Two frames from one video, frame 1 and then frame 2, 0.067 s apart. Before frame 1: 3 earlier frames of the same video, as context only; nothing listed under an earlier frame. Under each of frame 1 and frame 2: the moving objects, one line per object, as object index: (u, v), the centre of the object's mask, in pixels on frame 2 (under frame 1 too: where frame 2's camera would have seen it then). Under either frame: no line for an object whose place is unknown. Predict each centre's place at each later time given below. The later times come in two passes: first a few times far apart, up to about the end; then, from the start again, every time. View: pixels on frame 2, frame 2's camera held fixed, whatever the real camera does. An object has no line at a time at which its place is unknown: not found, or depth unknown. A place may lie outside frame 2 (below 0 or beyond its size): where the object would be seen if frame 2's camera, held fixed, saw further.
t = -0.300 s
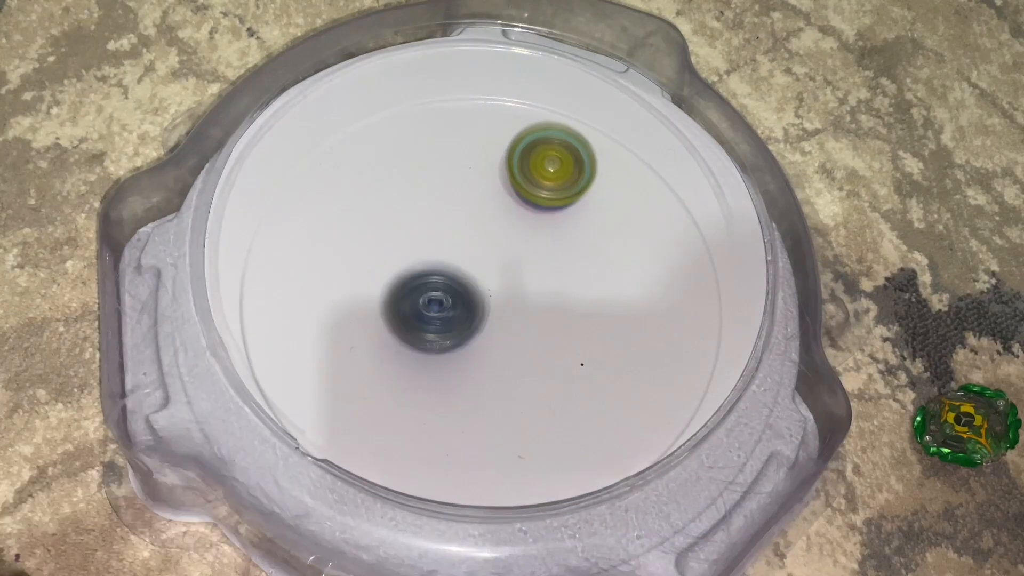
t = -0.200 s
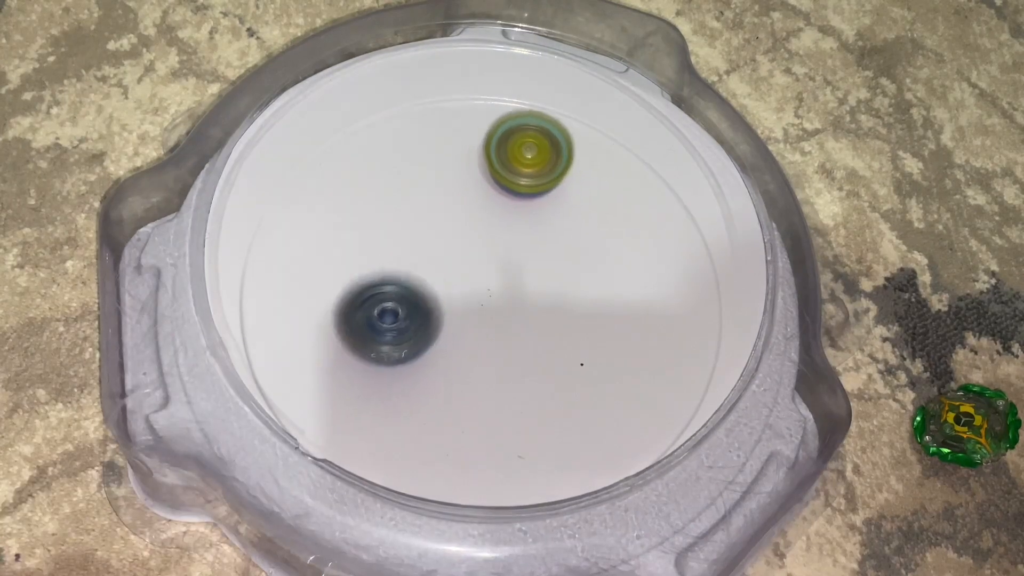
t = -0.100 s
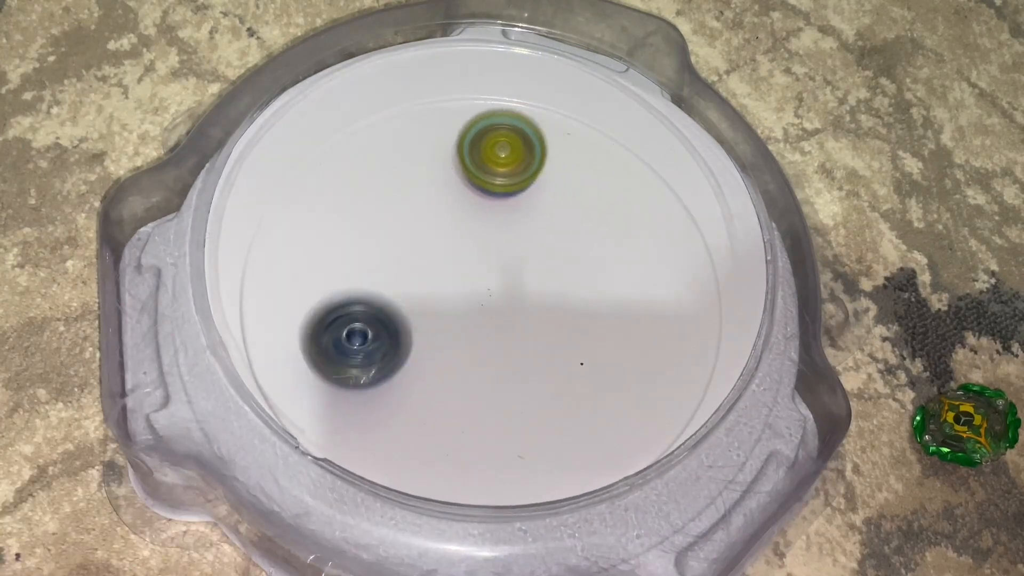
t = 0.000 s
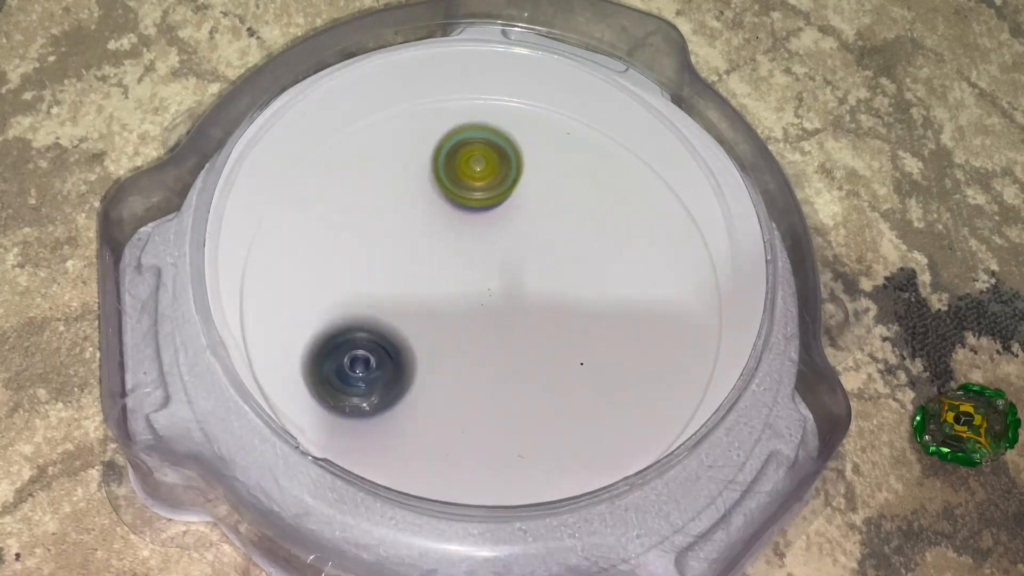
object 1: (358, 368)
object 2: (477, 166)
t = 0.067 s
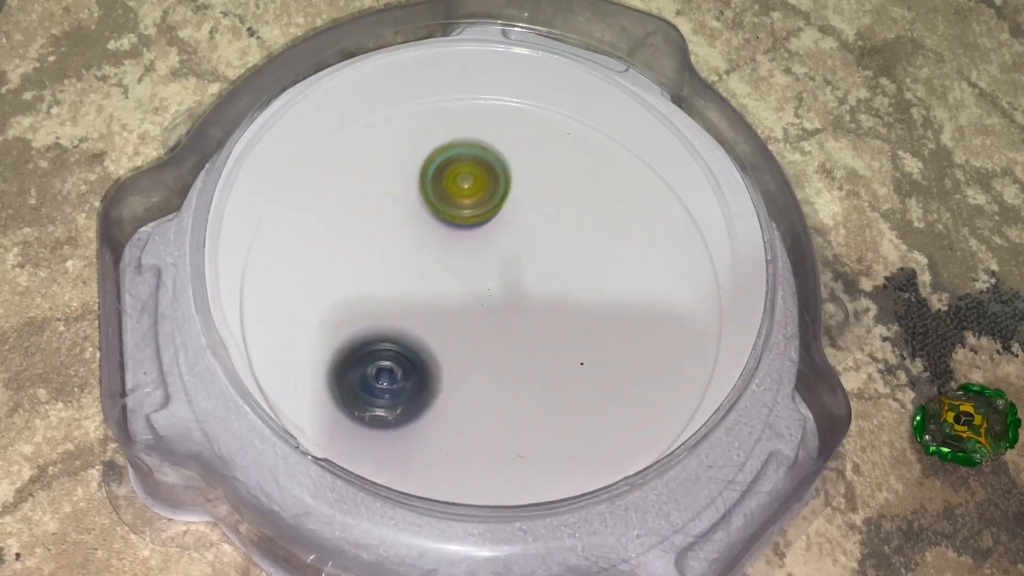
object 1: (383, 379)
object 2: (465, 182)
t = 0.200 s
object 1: (447, 360)
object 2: (455, 228)
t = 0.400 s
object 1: (473, 334)
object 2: (485, 216)
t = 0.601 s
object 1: (452, 332)
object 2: (503, 162)
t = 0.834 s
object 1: (483, 370)
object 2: (502, 116)
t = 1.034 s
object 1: (510, 304)
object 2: (498, 123)
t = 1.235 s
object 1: (443, 251)
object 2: (498, 174)
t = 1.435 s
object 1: (378, 285)
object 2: (517, 246)
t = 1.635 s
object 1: (401, 338)
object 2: (546, 313)
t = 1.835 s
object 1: (441, 291)
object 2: (617, 387)
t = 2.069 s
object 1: (376, 234)
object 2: (646, 402)
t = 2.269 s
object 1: (338, 244)
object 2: (606, 384)
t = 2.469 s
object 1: (371, 276)
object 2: (523, 352)
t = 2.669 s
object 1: (438, 239)
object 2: (494, 366)
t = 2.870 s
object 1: (484, 198)
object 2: (483, 360)
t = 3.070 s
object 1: (497, 169)
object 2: (470, 332)
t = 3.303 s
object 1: (502, 176)
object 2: (462, 290)
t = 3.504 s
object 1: (546, 191)
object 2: (443, 273)
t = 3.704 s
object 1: (577, 182)
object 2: (432, 275)
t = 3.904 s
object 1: (566, 216)
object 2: (443, 277)
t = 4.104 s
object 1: (577, 284)
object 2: (472, 278)
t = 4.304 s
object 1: (602, 323)
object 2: (502, 273)
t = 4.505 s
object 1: (594, 341)
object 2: (519, 257)
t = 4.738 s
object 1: (552, 358)
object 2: (517, 243)
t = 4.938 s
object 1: (495, 375)
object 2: (504, 242)
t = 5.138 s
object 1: (453, 379)
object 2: (488, 254)
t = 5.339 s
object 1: (425, 354)
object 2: (476, 274)
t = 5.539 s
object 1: (367, 357)
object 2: (493, 273)
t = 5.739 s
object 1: (376, 339)
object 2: (508, 267)
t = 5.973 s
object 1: (396, 276)
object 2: (514, 260)
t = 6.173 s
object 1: (405, 233)
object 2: (524, 270)
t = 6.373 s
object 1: (423, 205)
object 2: (555, 285)
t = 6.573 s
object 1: (465, 196)
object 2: (565, 299)
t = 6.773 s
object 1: (510, 191)
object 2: (549, 309)
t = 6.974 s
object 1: (538, 197)
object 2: (517, 310)
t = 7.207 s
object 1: (555, 238)
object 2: (476, 294)
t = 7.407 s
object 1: (569, 282)
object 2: (450, 273)
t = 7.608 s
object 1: (570, 316)
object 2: (441, 254)
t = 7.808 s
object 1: (544, 335)
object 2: (453, 241)
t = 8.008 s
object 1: (500, 345)
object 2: (480, 242)
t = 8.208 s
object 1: (459, 349)
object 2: (510, 250)
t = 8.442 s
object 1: (428, 334)
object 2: (533, 271)
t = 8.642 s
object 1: (422, 304)
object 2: (534, 292)
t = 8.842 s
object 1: (422, 269)
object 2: (521, 309)
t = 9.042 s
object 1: (431, 243)
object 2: (500, 316)
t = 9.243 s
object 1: (451, 206)
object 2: (483, 327)
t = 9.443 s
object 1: (467, 189)
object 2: (469, 321)
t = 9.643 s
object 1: (499, 201)
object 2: (467, 304)
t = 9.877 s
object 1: (545, 224)
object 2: (470, 287)
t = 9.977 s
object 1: (559, 234)
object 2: (473, 281)
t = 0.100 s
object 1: (400, 380)
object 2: (461, 193)
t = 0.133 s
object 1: (417, 378)
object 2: (458, 204)
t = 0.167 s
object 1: (433, 370)
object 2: (456, 216)
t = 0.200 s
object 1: (447, 360)
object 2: (455, 228)
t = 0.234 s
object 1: (459, 347)
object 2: (456, 241)
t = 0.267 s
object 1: (466, 339)
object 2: (461, 243)
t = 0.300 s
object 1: (468, 346)
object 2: (468, 229)
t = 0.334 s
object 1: (469, 347)
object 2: (478, 220)
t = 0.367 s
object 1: (471, 342)
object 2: (483, 217)
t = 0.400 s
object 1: (473, 334)
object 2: (485, 216)
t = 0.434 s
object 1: (475, 323)
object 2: (486, 214)
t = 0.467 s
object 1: (476, 311)
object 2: (486, 213)
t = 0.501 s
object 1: (474, 303)
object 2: (488, 209)
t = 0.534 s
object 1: (465, 313)
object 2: (495, 188)
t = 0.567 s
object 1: (458, 322)
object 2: (501, 173)
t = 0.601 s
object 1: (452, 332)
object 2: (503, 162)
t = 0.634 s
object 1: (448, 341)
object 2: (504, 153)
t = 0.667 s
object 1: (446, 350)
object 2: (505, 145)
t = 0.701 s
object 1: (448, 359)
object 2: (504, 137)
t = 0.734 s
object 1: (454, 366)
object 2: (504, 129)
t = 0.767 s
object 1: (462, 370)
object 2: (503, 124)
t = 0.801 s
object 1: (472, 372)
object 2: (503, 120)
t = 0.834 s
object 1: (483, 370)
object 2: (502, 116)
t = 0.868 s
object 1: (493, 365)
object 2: (502, 115)
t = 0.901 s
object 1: (503, 356)
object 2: (501, 114)
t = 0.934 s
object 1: (509, 345)
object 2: (500, 114)
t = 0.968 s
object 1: (512, 332)
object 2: (499, 116)
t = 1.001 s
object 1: (512, 318)
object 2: (498, 119)
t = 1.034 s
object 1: (510, 304)
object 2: (498, 123)
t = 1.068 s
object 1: (503, 290)
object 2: (497, 129)
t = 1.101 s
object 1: (495, 277)
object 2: (497, 136)
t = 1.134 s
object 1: (483, 266)
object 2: (497, 145)
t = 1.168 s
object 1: (470, 258)
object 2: (497, 152)
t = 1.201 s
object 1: (456, 254)
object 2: (497, 163)
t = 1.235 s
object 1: (443, 251)
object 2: (498, 174)
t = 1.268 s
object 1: (429, 252)
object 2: (500, 185)
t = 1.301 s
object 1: (416, 256)
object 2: (503, 197)
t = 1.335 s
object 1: (404, 261)
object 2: (506, 209)
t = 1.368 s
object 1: (394, 268)
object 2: (509, 221)
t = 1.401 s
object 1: (385, 276)
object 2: (513, 234)
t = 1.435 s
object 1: (378, 285)
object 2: (517, 246)
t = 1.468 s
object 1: (374, 294)
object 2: (522, 258)
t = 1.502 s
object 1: (372, 304)
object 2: (527, 269)
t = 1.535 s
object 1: (374, 314)
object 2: (531, 281)
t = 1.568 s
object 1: (379, 324)
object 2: (537, 292)
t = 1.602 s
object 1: (388, 332)
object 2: (542, 303)
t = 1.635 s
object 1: (401, 338)
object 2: (546, 313)
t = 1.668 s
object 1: (417, 341)
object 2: (551, 323)
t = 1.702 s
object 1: (433, 342)
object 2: (556, 333)
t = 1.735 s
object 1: (450, 340)
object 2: (561, 342)
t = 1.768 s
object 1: (458, 329)
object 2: (574, 355)
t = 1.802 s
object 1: (448, 307)
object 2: (600, 373)
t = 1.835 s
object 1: (441, 291)
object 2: (617, 387)
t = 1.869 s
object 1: (432, 278)
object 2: (628, 396)
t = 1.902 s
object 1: (423, 266)
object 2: (635, 401)
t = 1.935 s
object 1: (413, 256)
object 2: (641, 403)
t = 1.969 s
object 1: (404, 248)
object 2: (645, 404)
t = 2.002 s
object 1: (395, 241)
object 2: (648, 404)
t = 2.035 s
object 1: (385, 237)
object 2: (647, 403)
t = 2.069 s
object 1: (376, 234)
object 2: (646, 402)
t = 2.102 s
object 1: (368, 232)
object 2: (642, 400)
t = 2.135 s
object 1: (360, 232)
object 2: (639, 398)
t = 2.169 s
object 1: (353, 234)
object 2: (632, 395)
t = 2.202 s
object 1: (347, 236)
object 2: (625, 392)
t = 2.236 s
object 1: (342, 239)
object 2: (616, 388)
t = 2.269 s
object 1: (338, 244)
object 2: (606, 384)
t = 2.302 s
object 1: (337, 249)
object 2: (595, 380)
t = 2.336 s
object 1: (338, 254)
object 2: (580, 375)
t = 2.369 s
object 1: (342, 260)
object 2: (568, 370)
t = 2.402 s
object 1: (349, 266)
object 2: (553, 364)
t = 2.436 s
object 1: (359, 271)
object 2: (539, 359)
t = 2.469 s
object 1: (371, 276)
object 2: (523, 352)
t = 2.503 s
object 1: (385, 278)
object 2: (508, 346)
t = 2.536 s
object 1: (400, 280)
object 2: (494, 340)
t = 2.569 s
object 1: (408, 268)
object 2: (492, 344)
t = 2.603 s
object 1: (415, 256)
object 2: (496, 354)
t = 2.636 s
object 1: (426, 246)
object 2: (496, 362)
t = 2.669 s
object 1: (438, 239)
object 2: (494, 366)
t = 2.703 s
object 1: (448, 232)
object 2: (493, 367)
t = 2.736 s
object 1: (457, 226)
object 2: (491, 368)
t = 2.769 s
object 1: (465, 219)
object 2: (489, 366)
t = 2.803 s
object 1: (472, 212)
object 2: (487, 365)
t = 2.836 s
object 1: (478, 205)
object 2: (485, 363)
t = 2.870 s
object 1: (484, 198)
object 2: (483, 360)
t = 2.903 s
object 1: (488, 192)
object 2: (480, 357)
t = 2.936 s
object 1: (491, 186)
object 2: (478, 352)
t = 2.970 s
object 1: (494, 180)
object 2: (476, 348)
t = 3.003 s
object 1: (496, 175)
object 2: (473, 343)
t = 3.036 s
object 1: (497, 171)
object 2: (471, 337)
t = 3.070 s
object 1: (497, 169)
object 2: (470, 332)
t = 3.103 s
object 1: (497, 167)
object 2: (467, 326)
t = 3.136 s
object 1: (497, 166)
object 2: (466, 320)
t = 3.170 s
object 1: (497, 166)
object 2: (465, 314)
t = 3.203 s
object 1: (497, 166)
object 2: (463, 308)
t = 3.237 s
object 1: (498, 168)
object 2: (463, 302)
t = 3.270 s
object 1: (500, 172)
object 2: (462, 296)
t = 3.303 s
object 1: (502, 176)
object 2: (462, 290)
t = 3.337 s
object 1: (505, 181)
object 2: (462, 283)
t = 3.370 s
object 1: (509, 187)
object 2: (462, 277)
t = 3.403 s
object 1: (513, 194)
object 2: (462, 272)
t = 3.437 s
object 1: (522, 196)
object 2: (456, 270)
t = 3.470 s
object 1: (535, 193)
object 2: (448, 272)
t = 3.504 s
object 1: (546, 191)
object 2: (443, 273)
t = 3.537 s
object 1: (556, 189)
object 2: (439, 274)
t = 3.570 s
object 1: (563, 187)
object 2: (437, 274)
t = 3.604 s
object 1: (569, 185)
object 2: (435, 274)
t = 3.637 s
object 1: (573, 184)
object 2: (433, 275)
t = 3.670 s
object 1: (576, 182)
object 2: (432, 275)
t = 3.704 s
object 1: (577, 182)
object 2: (432, 275)
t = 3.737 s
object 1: (577, 184)
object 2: (432, 275)
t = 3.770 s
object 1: (576, 187)
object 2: (433, 276)
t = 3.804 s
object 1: (573, 192)
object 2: (434, 276)
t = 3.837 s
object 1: (571, 198)
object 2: (437, 276)
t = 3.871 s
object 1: (568, 206)
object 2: (439, 276)
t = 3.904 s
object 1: (566, 216)
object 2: (443, 277)
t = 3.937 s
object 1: (565, 227)
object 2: (447, 277)
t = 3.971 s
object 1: (566, 238)
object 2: (452, 278)
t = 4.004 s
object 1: (566, 250)
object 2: (457, 278)
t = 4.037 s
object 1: (569, 261)
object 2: (462, 278)
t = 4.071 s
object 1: (572, 273)
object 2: (467, 278)
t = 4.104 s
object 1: (577, 284)
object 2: (472, 278)
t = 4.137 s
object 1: (582, 294)
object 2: (477, 277)
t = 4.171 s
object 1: (587, 302)
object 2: (483, 277)
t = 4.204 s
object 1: (592, 310)
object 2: (488, 276)
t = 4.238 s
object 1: (597, 315)
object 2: (493, 276)
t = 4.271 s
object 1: (600, 320)
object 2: (497, 275)
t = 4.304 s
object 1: (602, 323)
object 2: (502, 273)
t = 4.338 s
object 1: (602, 326)
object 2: (507, 272)
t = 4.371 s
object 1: (600, 327)
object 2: (511, 271)
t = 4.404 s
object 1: (597, 328)
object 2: (515, 269)
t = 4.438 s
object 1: (596, 333)
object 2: (516, 263)
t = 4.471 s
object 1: (596, 337)
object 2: (518, 260)
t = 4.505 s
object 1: (594, 341)
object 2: (519, 257)
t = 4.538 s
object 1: (591, 345)
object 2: (520, 255)
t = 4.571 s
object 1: (587, 348)
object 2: (520, 252)
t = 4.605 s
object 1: (582, 349)
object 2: (520, 250)
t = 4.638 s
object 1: (576, 352)
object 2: (520, 248)
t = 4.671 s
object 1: (569, 354)
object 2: (519, 246)
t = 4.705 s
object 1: (561, 355)
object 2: (518, 245)
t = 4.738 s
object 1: (552, 358)
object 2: (517, 243)
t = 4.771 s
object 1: (543, 360)
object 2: (515, 242)
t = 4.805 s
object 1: (533, 363)
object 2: (514, 241)
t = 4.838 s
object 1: (523, 367)
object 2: (511, 241)
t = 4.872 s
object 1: (513, 370)
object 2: (509, 241)
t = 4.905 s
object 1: (504, 372)
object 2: (507, 241)
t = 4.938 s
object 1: (495, 375)
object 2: (504, 242)
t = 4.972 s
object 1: (487, 377)
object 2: (502, 244)
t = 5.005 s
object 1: (479, 379)
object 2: (499, 245)
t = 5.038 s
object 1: (471, 380)
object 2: (497, 247)
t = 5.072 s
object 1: (464, 381)
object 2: (493, 249)
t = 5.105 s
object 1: (458, 379)
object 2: (491, 251)
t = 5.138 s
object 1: (453, 379)
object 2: (488, 254)
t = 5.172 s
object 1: (448, 376)
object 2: (486, 257)
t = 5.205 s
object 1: (444, 374)
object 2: (484, 260)
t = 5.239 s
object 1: (439, 369)
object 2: (481, 264)
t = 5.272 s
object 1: (435, 365)
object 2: (479, 267)
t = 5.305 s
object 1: (430, 359)
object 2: (478, 271)
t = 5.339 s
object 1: (425, 354)
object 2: (476, 274)
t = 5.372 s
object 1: (414, 352)
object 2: (481, 275)
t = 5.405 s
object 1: (400, 353)
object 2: (484, 275)
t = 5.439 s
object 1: (389, 354)
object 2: (486, 275)
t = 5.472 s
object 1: (379, 355)
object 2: (488, 274)
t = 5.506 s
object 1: (372, 356)
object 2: (490, 274)
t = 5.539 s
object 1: (367, 357)
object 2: (493, 273)
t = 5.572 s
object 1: (365, 357)
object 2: (496, 271)
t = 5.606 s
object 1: (364, 356)
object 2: (499, 271)
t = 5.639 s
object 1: (366, 354)
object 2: (501, 270)
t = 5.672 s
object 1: (369, 350)
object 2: (504, 269)
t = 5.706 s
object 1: (373, 345)
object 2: (506, 268)
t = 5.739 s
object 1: (376, 339)
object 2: (508, 267)
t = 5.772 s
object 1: (380, 330)
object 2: (510, 266)
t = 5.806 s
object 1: (383, 322)
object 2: (511, 264)
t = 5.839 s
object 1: (385, 313)
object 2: (513, 264)
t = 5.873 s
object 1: (388, 304)
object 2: (514, 263)
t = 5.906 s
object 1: (390, 295)
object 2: (514, 262)
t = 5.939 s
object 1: (392, 285)
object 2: (514, 261)
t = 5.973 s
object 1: (396, 276)
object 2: (514, 260)
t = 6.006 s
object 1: (398, 267)
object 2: (513, 259)
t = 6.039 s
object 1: (400, 260)
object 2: (512, 258)
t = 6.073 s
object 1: (404, 254)
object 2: (510, 258)
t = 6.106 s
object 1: (407, 247)
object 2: (509, 259)
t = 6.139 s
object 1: (407, 240)
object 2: (513, 263)
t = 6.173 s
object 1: (405, 233)
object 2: (524, 270)
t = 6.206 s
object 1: (405, 227)
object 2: (532, 273)
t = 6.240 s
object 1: (407, 221)
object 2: (537, 276)
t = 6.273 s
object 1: (410, 216)
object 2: (543, 278)
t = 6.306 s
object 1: (413, 213)
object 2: (547, 280)
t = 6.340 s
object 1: (417, 209)
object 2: (551, 283)
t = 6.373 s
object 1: (423, 205)
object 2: (555, 285)
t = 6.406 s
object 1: (429, 203)
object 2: (558, 287)
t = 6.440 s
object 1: (435, 201)
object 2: (561, 290)
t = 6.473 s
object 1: (442, 199)
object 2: (563, 292)
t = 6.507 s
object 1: (450, 198)
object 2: (564, 294)
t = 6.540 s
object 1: (457, 197)
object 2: (565, 297)
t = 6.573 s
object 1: (465, 196)
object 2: (565, 299)
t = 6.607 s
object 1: (473, 195)
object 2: (564, 301)
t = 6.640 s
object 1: (481, 194)
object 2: (563, 303)
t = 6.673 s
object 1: (489, 193)
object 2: (561, 305)
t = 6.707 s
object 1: (497, 192)
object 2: (557, 307)
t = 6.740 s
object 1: (504, 192)
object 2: (554, 308)
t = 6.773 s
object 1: (510, 191)
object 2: (549, 309)
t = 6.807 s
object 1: (517, 191)
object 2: (545, 310)
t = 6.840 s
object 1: (522, 191)
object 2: (540, 310)
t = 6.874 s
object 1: (527, 191)
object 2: (535, 311)
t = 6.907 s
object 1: (531, 192)
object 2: (529, 311)
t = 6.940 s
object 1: (535, 194)
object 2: (523, 311)
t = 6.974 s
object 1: (538, 197)
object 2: (517, 310)
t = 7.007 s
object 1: (541, 201)
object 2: (511, 309)
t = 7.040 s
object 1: (544, 205)
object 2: (505, 307)
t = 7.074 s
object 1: (546, 210)
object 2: (499, 305)
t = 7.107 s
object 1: (548, 216)
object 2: (494, 303)
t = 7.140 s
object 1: (550, 223)
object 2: (488, 301)
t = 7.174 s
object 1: (552, 230)
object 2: (482, 297)
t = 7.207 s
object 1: (555, 238)
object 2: (476, 294)
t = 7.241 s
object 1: (557, 245)
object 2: (471, 291)
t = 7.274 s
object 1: (560, 253)
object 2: (466, 288)
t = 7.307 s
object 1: (562, 260)
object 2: (461, 284)
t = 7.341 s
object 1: (565, 268)
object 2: (457, 281)
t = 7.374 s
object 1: (567, 275)
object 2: (453, 277)
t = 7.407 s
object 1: (569, 282)
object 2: (450, 273)
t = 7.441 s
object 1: (571, 289)
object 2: (447, 270)
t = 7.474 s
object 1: (572, 295)
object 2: (444, 266)
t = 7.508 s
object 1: (573, 301)
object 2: (443, 263)
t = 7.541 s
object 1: (572, 306)
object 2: (442, 260)
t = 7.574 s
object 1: (571, 311)
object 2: (441, 257)
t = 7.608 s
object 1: (570, 316)
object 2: (441, 254)
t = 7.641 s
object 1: (567, 320)
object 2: (442, 251)
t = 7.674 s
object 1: (564, 324)
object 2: (443, 248)
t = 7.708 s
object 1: (561, 327)
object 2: (444, 246)
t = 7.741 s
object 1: (556, 330)
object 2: (447, 244)
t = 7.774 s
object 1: (551, 333)
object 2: (449, 243)
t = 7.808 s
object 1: (544, 335)
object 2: (453, 241)
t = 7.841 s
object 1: (538, 336)
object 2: (457, 241)
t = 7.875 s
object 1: (530, 338)
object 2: (461, 240)
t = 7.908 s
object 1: (523, 339)
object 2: (465, 240)
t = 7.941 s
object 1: (515, 341)
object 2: (470, 240)
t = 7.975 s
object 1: (508, 343)
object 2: (475, 241)
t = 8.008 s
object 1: (500, 345)
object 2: (480, 242)
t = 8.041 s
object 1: (494, 347)
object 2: (485, 243)
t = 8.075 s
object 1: (486, 349)
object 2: (491, 244)
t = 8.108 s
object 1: (479, 350)
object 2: (496, 245)
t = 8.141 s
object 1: (471, 350)
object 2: (500, 246)
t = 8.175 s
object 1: (464, 350)
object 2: (506, 248)
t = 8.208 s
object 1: (459, 349)
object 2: (510, 250)
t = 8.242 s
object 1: (452, 347)
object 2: (515, 253)
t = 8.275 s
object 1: (446, 346)
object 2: (518, 255)
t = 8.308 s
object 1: (441, 344)
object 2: (522, 258)
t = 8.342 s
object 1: (437, 343)
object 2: (525, 260)
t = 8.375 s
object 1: (434, 341)
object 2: (528, 264)
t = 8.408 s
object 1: (430, 338)
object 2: (531, 267)
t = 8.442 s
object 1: (428, 334)
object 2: (533, 271)
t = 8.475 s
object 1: (426, 330)
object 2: (534, 274)
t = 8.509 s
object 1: (425, 326)
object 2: (536, 278)
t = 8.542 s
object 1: (423, 321)
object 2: (536, 281)
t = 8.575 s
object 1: (423, 315)
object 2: (536, 285)
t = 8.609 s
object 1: (422, 310)
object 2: (535, 288)
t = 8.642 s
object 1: (422, 304)
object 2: (534, 292)
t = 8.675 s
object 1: (422, 298)
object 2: (532, 295)
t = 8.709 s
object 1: (424, 292)
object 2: (530, 298)
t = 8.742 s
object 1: (425, 286)
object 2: (528, 301)
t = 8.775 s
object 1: (424, 280)
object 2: (526, 304)
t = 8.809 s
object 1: (423, 274)
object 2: (524, 306)
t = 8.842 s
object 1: (422, 269)
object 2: (521, 309)
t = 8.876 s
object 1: (421, 263)
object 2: (518, 311)
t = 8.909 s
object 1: (421, 258)
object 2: (515, 313)
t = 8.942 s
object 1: (422, 253)
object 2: (511, 314)
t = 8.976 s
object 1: (424, 249)
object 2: (507, 315)
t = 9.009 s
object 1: (427, 246)
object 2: (504, 316)
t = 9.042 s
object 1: (431, 243)
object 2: (500, 316)
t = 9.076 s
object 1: (435, 240)
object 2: (496, 316)
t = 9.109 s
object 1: (440, 235)
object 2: (492, 318)
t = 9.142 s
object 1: (443, 227)
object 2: (489, 323)
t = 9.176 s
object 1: (446, 219)
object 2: (487, 325)
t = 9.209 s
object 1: (449, 212)
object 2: (485, 326)
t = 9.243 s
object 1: (451, 206)
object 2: (483, 327)
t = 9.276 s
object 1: (453, 201)
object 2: (480, 326)
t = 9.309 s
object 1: (455, 198)
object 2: (478, 326)
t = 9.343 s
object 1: (458, 194)
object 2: (476, 325)
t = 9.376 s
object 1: (460, 192)
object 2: (473, 324)
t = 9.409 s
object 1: (463, 190)
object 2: (471, 323)
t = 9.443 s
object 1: (467, 189)
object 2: (469, 321)
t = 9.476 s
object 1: (472, 189)
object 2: (468, 320)
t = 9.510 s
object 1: (476, 190)
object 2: (467, 317)
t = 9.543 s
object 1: (481, 192)
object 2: (466, 315)
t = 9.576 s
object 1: (487, 195)
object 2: (466, 312)
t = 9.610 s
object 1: (493, 197)
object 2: (466, 308)
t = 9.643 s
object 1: (499, 201)
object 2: (467, 304)
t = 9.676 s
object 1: (505, 204)
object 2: (468, 301)
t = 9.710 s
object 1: (511, 209)
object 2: (469, 297)
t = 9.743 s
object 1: (517, 213)
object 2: (471, 293)
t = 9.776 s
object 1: (523, 217)
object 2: (471, 290)
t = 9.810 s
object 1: (532, 219)
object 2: (468, 290)
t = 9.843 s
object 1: (539, 221)
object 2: (469, 287)
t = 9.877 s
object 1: (545, 224)
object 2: (470, 287)
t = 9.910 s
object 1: (550, 227)
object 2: (471, 285)
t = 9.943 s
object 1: (555, 230)
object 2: (472, 283)
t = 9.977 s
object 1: (559, 234)
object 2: (473, 281)
